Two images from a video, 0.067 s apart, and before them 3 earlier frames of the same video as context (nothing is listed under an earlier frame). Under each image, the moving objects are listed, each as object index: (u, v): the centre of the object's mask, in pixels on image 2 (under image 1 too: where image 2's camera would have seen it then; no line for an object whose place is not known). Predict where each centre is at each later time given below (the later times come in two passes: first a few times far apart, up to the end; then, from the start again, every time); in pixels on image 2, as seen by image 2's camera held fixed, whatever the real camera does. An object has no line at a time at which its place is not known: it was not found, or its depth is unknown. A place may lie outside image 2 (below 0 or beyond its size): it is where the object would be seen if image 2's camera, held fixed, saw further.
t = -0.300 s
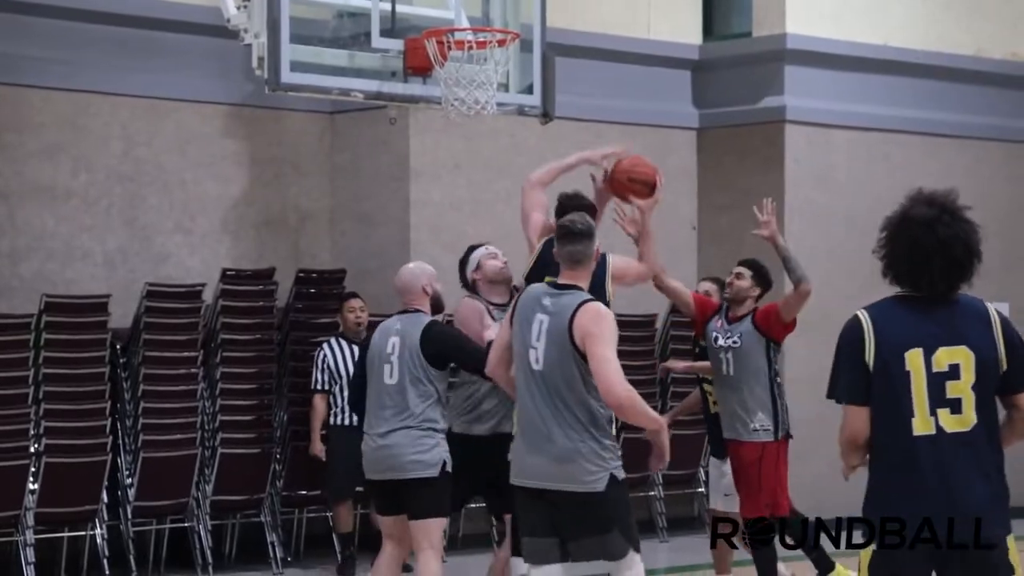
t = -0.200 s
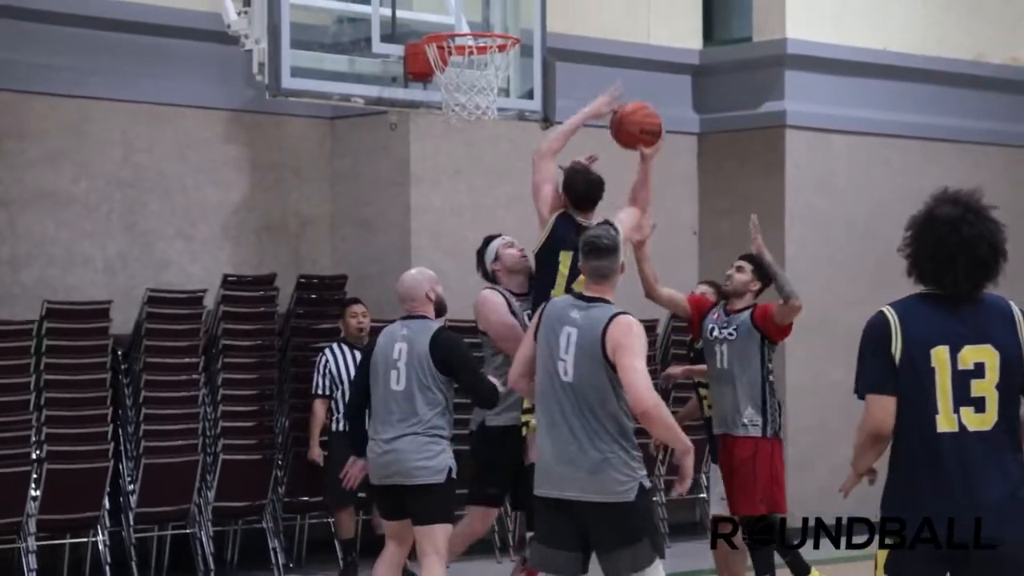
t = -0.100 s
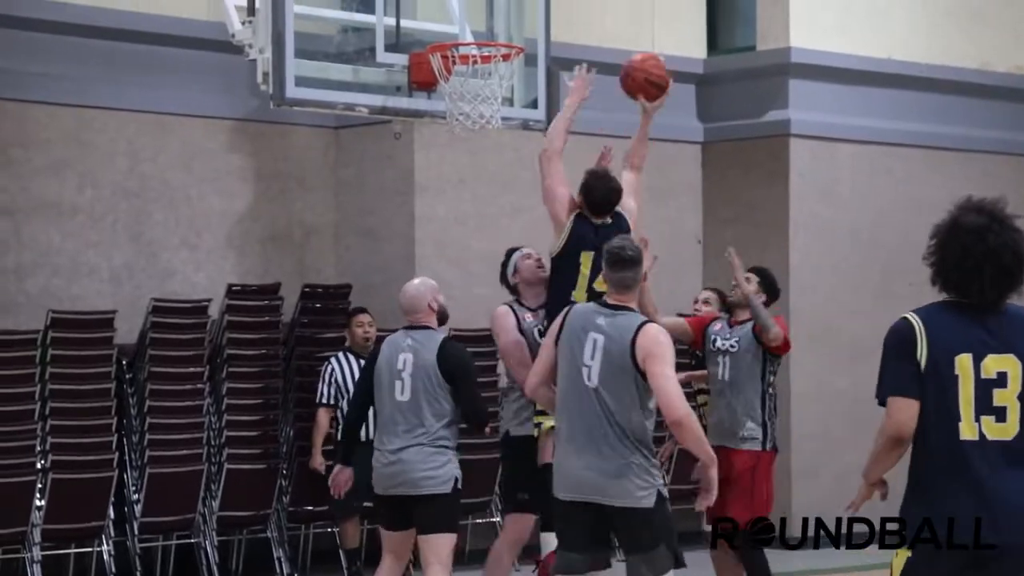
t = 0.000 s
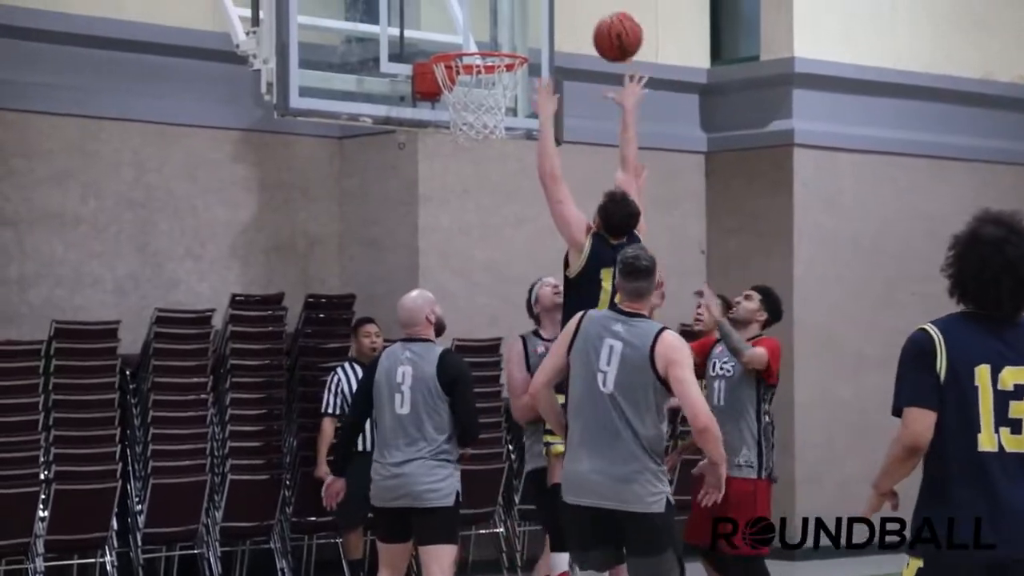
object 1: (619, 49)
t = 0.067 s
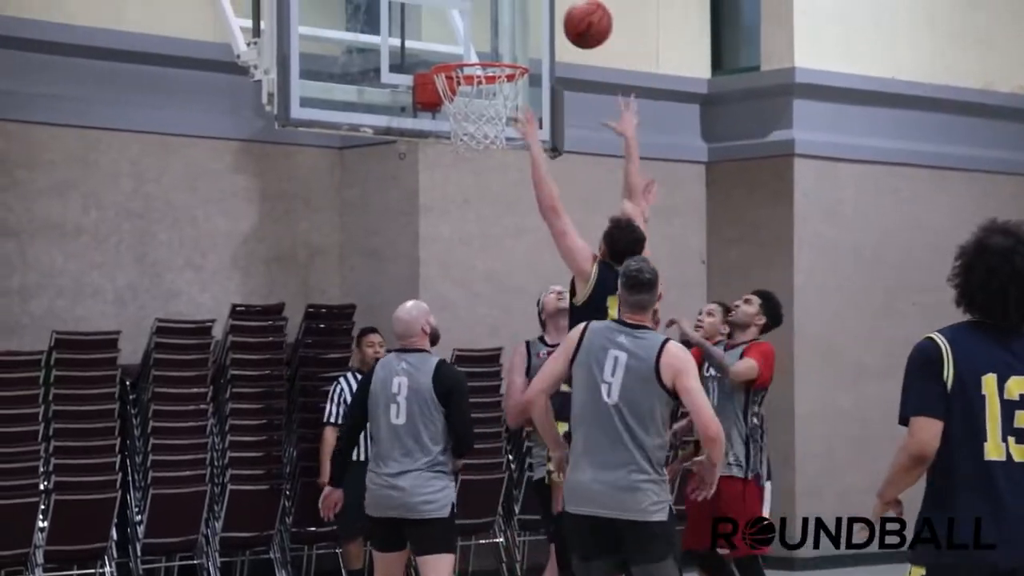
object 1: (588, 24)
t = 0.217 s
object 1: (520, 7)
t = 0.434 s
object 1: (432, 43)
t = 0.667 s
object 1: (444, 19)
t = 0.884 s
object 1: (469, 89)
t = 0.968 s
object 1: (479, 134)
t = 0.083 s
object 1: (580, 20)
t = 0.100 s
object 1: (573, 17)
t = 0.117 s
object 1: (565, 14)
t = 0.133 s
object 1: (558, 12)
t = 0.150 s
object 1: (550, 10)
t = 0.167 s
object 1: (542, 8)
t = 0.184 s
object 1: (535, 7)
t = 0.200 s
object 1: (527, 7)
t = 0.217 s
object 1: (520, 7)
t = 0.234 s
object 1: (513, 7)
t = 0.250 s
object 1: (506, 7)
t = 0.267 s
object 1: (498, 8)
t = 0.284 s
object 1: (491, 10)
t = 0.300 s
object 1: (483, 13)
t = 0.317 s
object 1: (477, 17)
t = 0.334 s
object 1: (469, 21)
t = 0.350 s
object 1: (462, 25)
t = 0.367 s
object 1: (455, 30)
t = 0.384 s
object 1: (447, 36)
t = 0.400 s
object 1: (440, 42)
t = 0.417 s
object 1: (434, 46)
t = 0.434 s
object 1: (432, 43)
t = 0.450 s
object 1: (430, 39)
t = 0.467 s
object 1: (429, 34)
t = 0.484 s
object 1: (426, 30)
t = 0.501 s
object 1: (426, 27)
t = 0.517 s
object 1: (427, 24)
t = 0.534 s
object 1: (428, 21)
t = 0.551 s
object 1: (430, 19)
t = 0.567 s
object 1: (432, 17)
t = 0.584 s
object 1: (434, 16)
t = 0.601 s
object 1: (437, 16)
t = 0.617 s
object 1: (439, 16)
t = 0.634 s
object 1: (440, 16)
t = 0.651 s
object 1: (442, 17)
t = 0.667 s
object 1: (444, 19)
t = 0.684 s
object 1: (446, 21)
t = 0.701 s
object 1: (448, 23)
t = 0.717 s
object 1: (451, 27)
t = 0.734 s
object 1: (453, 31)
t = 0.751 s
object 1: (455, 35)
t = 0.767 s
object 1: (456, 39)
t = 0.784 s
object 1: (459, 43)
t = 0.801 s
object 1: (461, 47)
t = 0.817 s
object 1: (462, 50)
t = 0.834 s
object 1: (464, 53)
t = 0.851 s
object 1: (466, 56)
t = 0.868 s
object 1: (471, 84)
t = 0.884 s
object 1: (469, 89)
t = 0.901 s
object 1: (471, 97)
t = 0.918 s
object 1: (475, 109)
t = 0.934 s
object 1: (477, 118)
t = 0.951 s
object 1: (477, 126)
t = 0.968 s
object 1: (479, 134)
